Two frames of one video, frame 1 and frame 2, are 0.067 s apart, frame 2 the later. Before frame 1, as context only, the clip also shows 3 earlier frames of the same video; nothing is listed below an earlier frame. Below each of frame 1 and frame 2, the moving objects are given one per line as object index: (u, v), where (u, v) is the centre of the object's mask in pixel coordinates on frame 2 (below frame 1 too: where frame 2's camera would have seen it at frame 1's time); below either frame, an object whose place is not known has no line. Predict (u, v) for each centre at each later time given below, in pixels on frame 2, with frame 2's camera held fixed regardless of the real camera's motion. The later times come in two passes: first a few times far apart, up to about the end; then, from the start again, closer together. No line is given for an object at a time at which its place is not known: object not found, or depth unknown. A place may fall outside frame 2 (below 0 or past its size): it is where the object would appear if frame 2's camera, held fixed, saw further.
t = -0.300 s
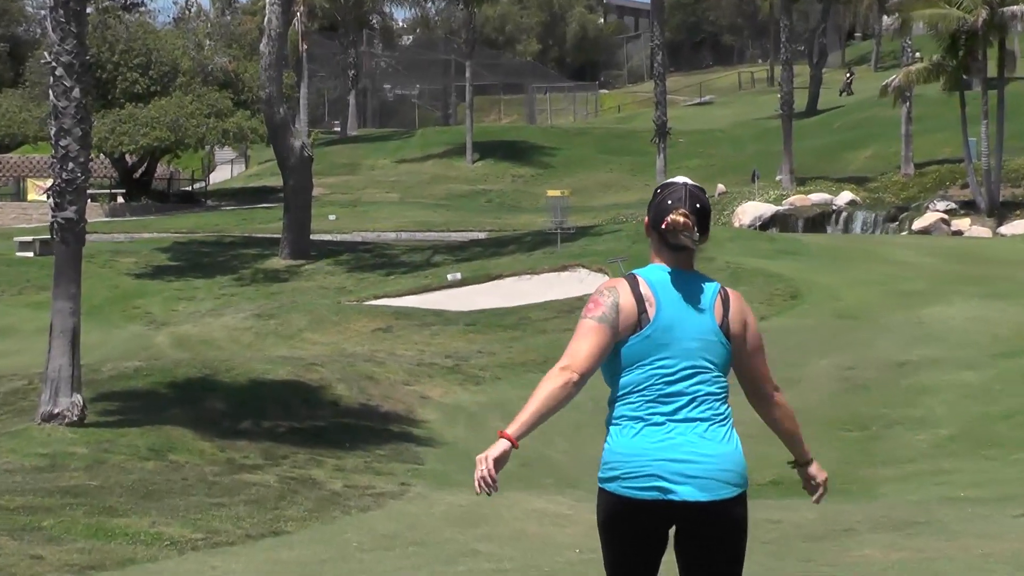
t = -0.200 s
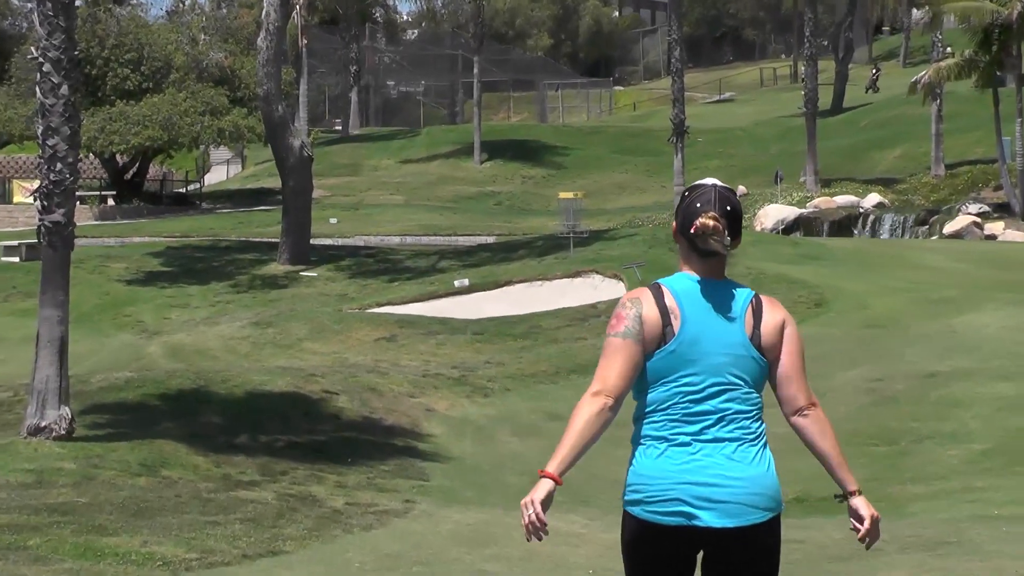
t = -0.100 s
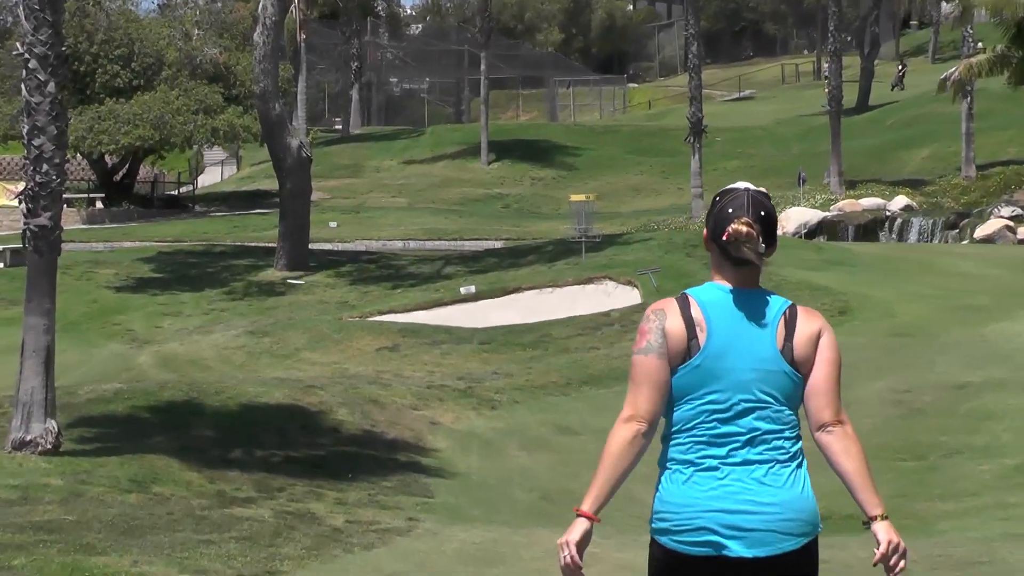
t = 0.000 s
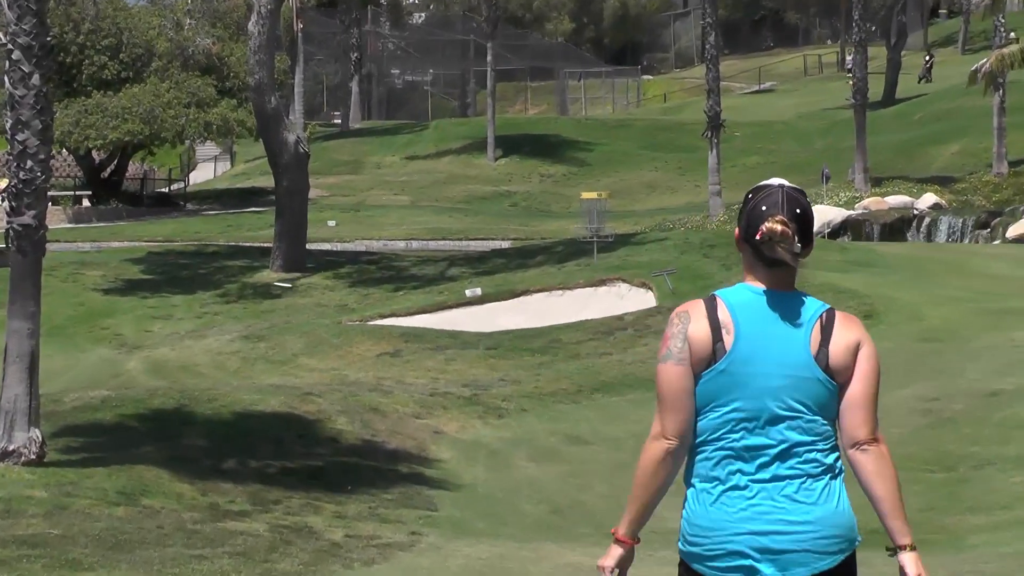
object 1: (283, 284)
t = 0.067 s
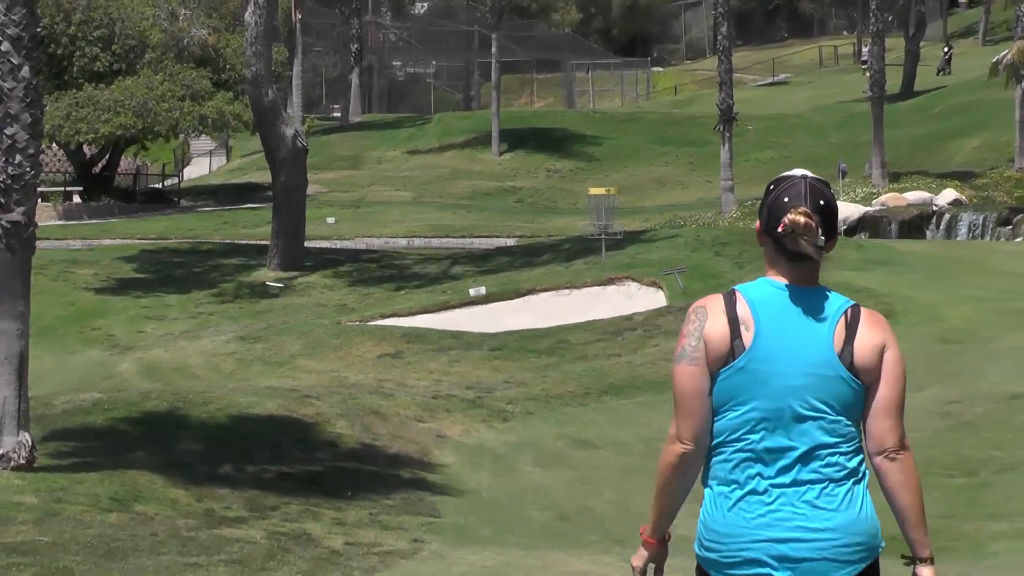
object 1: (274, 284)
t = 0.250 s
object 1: (259, 283)
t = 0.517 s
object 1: (256, 298)
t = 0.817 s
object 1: (268, 314)
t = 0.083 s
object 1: (273, 282)
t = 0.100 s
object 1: (271, 287)
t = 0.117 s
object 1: (270, 283)
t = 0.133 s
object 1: (267, 286)
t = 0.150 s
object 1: (266, 285)
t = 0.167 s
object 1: (265, 287)
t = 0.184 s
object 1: (264, 284)
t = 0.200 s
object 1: (263, 286)
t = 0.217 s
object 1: (262, 284)
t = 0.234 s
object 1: (259, 285)
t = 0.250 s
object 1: (259, 283)
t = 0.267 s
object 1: (258, 287)
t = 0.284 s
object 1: (258, 286)
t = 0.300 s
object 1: (257, 289)
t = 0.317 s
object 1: (256, 286)
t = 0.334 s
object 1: (256, 290)
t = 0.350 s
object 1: (256, 287)
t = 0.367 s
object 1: (255, 289)
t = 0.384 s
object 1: (255, 290)
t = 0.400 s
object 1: (256, 293)
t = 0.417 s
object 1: (255, 292)
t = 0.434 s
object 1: (255, 295)
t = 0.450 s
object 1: (255, 294)
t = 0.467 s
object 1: (255, 297)
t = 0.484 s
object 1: (255, 296)
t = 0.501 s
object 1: (255, 298)
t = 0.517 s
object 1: (256, 298)
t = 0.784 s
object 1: (267, 313)
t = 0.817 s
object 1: (268, 314)
